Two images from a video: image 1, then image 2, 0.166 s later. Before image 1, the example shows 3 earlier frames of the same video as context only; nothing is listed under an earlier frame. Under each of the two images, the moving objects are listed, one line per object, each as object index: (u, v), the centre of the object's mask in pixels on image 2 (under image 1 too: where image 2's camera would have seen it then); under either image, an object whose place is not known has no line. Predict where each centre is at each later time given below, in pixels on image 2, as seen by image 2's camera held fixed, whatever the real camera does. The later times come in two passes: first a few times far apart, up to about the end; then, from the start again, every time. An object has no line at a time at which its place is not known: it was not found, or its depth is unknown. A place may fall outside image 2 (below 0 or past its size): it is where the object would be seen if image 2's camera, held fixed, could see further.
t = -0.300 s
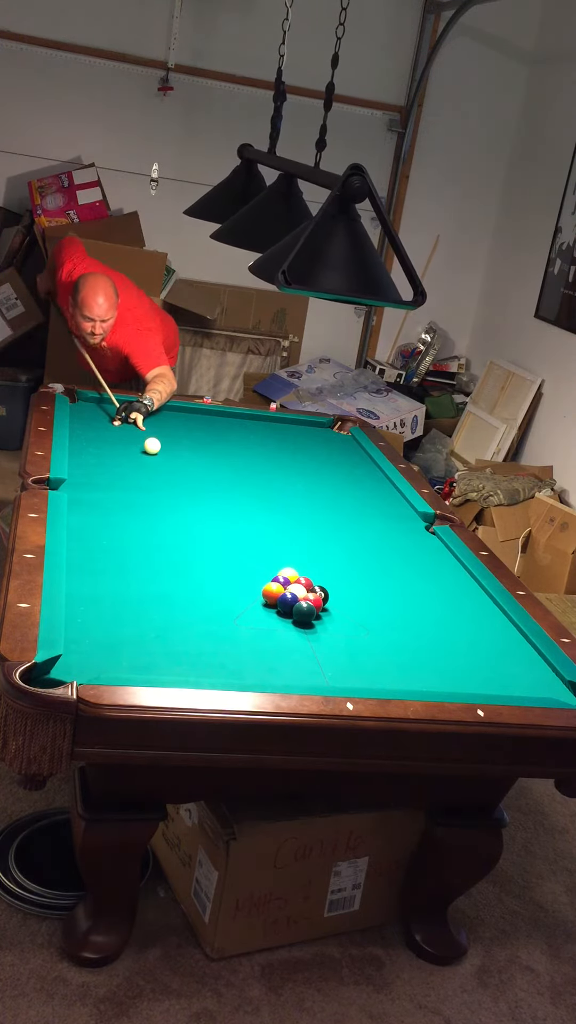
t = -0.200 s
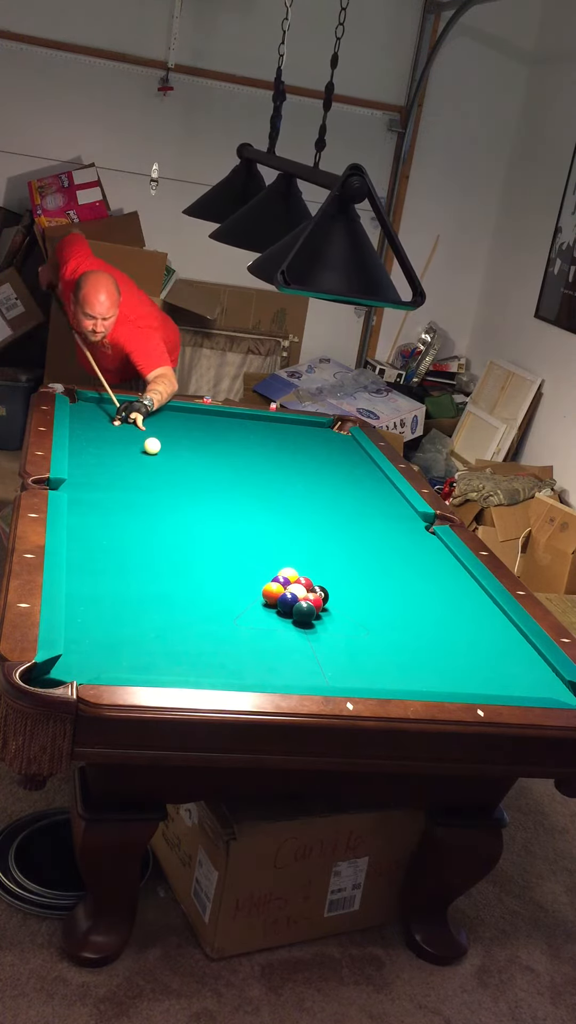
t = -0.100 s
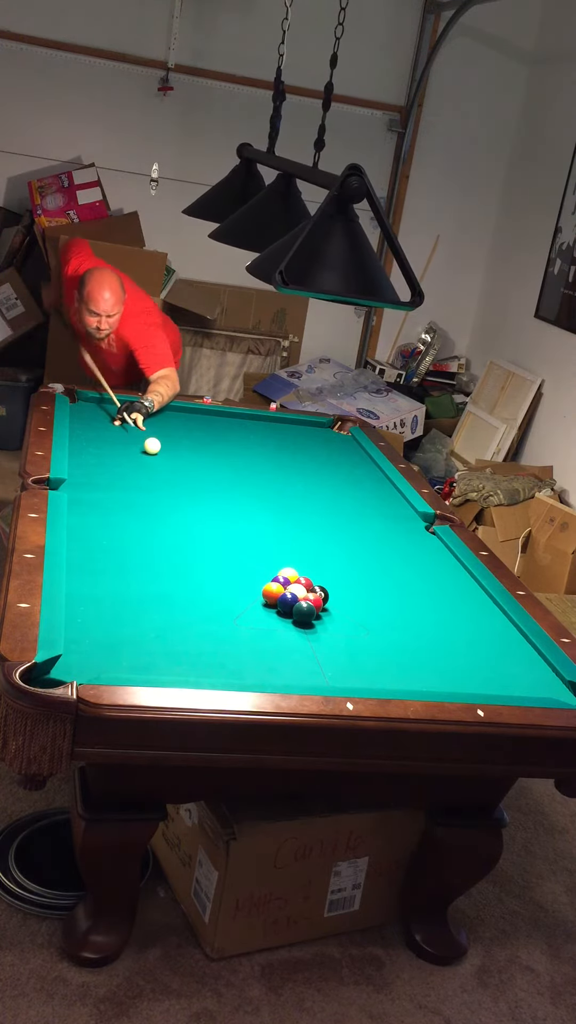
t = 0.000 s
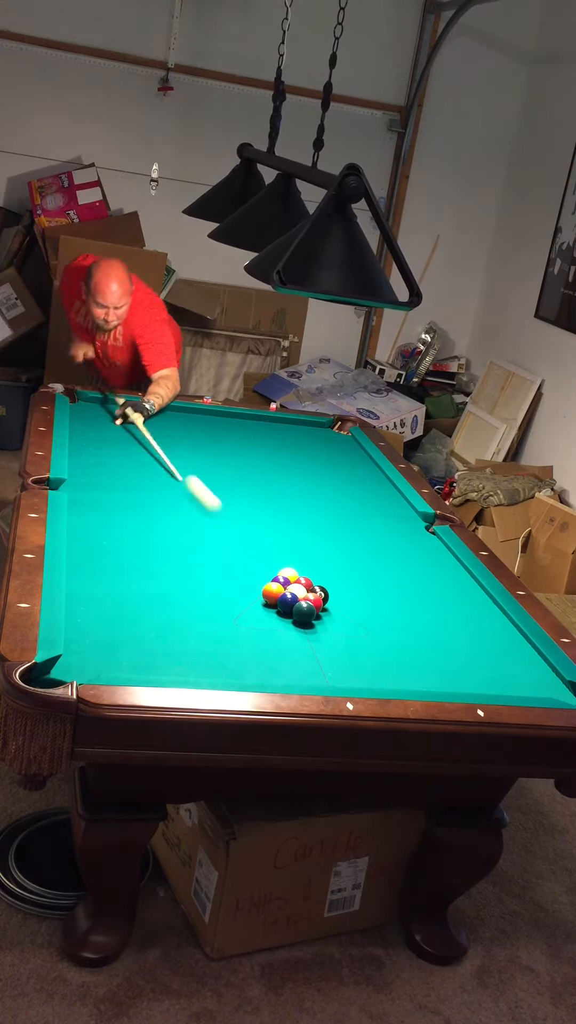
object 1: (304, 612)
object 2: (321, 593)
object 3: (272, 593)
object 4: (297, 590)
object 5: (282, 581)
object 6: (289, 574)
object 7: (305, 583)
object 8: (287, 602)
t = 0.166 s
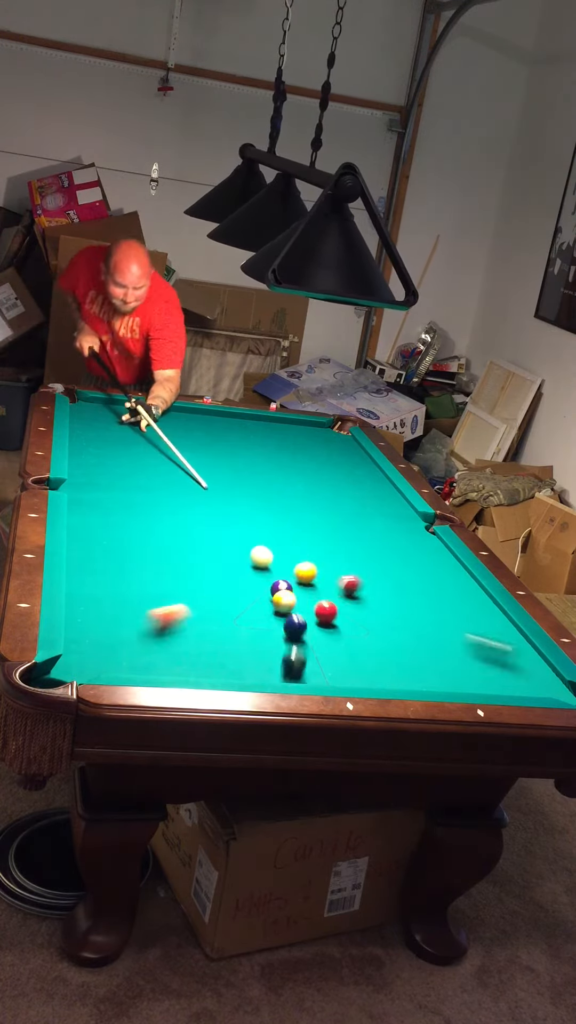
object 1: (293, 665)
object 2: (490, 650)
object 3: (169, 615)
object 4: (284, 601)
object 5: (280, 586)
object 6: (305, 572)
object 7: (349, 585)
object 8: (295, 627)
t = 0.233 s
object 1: (280, 669)
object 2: (510, 670)
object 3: (91, 633)
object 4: (277, 605)
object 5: (283, 590)
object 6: (315, 570)
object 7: (375, 583)
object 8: (299, 642)
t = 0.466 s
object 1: (212, 612)
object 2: (313, 662)
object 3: (217, 669)
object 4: (270, 610)
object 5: (286, 602)
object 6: (348, 564)
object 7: (453, 579)
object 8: (293, 674)
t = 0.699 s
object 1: (126, 579)
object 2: (207, 601)
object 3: (218, 631)
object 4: (263, 609)
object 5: (311, 602)
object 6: (379, 558)
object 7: (414, 562)
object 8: (280, 666)
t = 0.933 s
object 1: (92, 555)
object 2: (117, 551)
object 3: (209, 594)
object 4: (257, 609)
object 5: (337, 601)
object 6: (357, 550)
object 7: (403, 547)
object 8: (284, 649)
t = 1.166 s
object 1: (130, 542)
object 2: (97, 513)
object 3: (201, 563)
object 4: (252, 609)
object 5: (361, 600)
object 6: (333, 541)
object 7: (400, 534)
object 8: (287, 634)
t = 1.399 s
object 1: (163, 531)
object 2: (134, 485)
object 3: (195, 536)
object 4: (249, 609)
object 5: (383, 599)
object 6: (310, 533)
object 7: (396, 522)
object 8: (290, 620)
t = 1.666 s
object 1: (177, 516)
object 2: (169, 459)
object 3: (206, 512)
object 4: (248, 609)
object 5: (405, 598)
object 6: (287, 524)
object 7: (392, 510)
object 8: (293, 606)
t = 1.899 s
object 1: (183, 504)
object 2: (194, 440)
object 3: (219, 494)
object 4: (249, 609)
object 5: (423, 596)
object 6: (268, 517)
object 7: (389, 500)
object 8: (296, 595)
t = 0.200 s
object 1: (289, 675)
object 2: (538, 666)
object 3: (131, 623)
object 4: (280, 603)
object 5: (282, 588)
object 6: (311, 571)
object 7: (363, 584)
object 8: (297, 635)
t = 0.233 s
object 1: (280, 669)
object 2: (510, 670)
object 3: (91, 633)
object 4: (277, 605)
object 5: (283, 590)
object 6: (315, 570)
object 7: (375, 583)
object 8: (299, 642)
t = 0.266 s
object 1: (271, 658)
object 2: (480, 674)
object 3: (89, 642)
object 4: (273, 607)
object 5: (283, 593)
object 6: (320, 570)
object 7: (386, 583)
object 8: (301, 649)
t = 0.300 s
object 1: (264, 648)
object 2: (450, 678)
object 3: (113, 648)
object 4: (270, 610)
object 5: (284, 595)
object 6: (325, 569)
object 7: (398, 582)
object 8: (303, 656)
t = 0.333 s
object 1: (257, 638)
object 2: (420, 681)
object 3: (137, 655)
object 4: (266, 612)
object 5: (283, 597)
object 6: (330, 568)
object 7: (409, 582)
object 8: (305, 663)
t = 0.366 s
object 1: (250, 629)
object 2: (390, 680)
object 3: (159, 662)
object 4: (264, 612)
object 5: (283, 599)
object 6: (335, 567)
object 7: (420, 581)
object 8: (307, 671)
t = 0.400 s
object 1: (241, 621)
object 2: (359, 676)
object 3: (180, 666)
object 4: (261, 614)
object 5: (283, 600)
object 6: (339, 566)
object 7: (431, 580)
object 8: (309, 676)
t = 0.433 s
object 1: (226, 617)
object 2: (331, 671)
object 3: (200, 669)
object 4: (266, 612)
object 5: (284, 601)
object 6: (344, 565)
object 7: (442, 579)
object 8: (309, 676)
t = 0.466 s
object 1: (212, 612)
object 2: (313, 662)
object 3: (217, 669)
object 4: (270, 610)
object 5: (286, 602)
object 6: (348, 564)
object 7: (453, 579)
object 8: (293, 674)
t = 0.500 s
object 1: (199, 608)
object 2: (298, 653)
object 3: (233, 668)
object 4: (271, 609)
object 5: (288, 602)
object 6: (353, 563)
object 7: (463, 578)
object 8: (278, 674)
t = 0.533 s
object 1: (186, 603)
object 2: (282, 643)
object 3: (239, 665)
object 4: (269, 609)
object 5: (291, 603)
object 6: (357, 562)
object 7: (461, 576)
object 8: (272, 674)
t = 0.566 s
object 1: (174, 598)
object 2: (266, 633)
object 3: (232, 658)
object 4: (268, 609)
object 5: (295, 603)
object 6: (362, 562)
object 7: (450, 573)
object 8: (276, 674)
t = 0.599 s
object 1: (161, 592)
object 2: (251, 625)
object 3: (226, 650)
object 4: (267, 609)
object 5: (299, 602)
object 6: (366, 561)
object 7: (441, 570)
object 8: (278, 672)
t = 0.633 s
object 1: (149, 588)
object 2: (236, 617)
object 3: (222, 643)
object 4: (265, 609)
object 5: (303, 602)
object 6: (370, 560)
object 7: (432, 568)
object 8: (279, 671)
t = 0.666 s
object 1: (138, 583)
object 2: (221, 609)
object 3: (220, 637)
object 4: (264, 609)
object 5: (307, 602)
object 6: (374, 560)
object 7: (423, 565)
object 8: (280, 669)
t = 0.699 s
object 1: (126, 579)
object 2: (207, 601)
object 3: (218, 631)
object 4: (263, 609)
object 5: (311, 602)
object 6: (379, 558)
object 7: (414, 562)
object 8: (280, 666)
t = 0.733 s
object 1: (114, 575)
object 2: (194, 593)
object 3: (216, 625)
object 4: (262, 609)
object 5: (315, 602)
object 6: (383, 558)
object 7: (405, 559)
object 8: (281, 664)
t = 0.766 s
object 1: (103, 570)
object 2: (180, 586)
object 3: (215, 620)
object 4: (261, 609)
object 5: (319, 602)
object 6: (379, 557)
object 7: (404, 557)
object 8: (281, 661)
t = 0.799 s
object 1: (91, 566)
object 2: (167, 579)
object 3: (214, 614)
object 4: (260, 609)
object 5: (322, 602)
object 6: (373, 555)
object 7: (405, 555)
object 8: (282, 659)
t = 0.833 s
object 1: (81, 561)
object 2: (154, 572)
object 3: (212, 609)
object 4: (259, 609)
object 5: (326, 601)
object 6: (368, 553)
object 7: (405, 553)
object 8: (282, 656)
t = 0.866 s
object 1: (79, 558)
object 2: (142, 564)
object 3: (211, 604)
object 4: (258, 609)
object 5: (330, 601)
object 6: (364, 552)
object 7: (404, 551)
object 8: (283, 654)
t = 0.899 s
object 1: (86, 557)
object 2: (129, 558)
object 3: (210, 599)
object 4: (257, 609)
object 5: (333, 601)
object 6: (361, 551)
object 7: (404, 549)
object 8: (283, 652)
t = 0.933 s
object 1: (92, 555)
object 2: (117, 551)
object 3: (209, 594)
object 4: (257, 609)
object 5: (337, 601)
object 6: (357, 550)
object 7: (403, 547)
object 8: (284, 649)
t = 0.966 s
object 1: (98, 553)
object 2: (108, 541)
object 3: (207, 589)
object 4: (256, 609)
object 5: (340, 601)
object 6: (353, 549)
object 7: (403, 545)
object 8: (284, 647)
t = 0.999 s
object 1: (103, 551)
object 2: (93, 537)
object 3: (206, 585)
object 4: (255, 609)
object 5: (344, 601)
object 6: (350, 547)
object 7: (402, 543)
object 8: (284, 644)
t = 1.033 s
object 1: (109, 549)
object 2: (83, 533)
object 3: (205, 580)
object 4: (254, 609)
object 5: (347, 601)
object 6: (346, 546)
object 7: (402, 541)
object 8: (285, 642)
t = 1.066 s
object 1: (114, 548)
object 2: (76, 527)
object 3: (204, 576)
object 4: (253, 609)
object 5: (351, 600)
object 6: (343, 545)
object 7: (401, 539)
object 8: (285, 640)
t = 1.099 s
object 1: (119, 545)
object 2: (84, 522)
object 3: (203, 571)
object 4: (253, 609)
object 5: (354, 600)
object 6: (339, 543)
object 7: (401, 538)
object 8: (286, 638)
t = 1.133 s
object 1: (124, 544)
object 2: (90, 518)
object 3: (202, 567)
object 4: (252, 609)
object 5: (357, 600)
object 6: (336, 542)
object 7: (400, 536)
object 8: (286, 636)
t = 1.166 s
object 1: (130, 542)
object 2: (97, 513)
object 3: (201, 563)
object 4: (252, 609)
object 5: (361, 600)
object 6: (333, 541)
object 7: (400, 534)
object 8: (287, 634)
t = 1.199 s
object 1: (134, 540)
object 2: (102, 509)
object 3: (200, 559)
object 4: (251, 609)
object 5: (364, 600)
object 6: (329, 540)
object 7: (399, 532)
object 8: (287, 631)
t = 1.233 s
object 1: (139, 538)
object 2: (108, 505)
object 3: (199, 555)
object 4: (251, 609)
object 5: (367, 599)
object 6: (326, 538)
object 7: (399, 530)
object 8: (288, 629)
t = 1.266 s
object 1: (144, 537)
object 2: (113, 501)
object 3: (198, 551)
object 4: (250, 609)
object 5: (370, 599)
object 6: (323, 538)
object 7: (398, 529)
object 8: (288, 627)
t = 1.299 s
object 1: (149, 535)
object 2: (118, 497)
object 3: (197, 547)
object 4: (250, 609)
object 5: (374, 599)
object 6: (319, 536)
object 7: (398, 527)
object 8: (289, 626)
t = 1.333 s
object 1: (154, 534)
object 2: (124, 493)
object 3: (197, 543)
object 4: (249, 609)
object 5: (377, 599)
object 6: (316, 535)
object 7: (397, 525)
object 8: (289, 624)
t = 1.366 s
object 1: (158, 532)
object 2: (129, 489)
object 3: (196, 540)
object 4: (249, 609)
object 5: (380, 599)
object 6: (313, 534)
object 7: (396, 524)
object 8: (290, 622)
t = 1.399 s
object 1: (163, 531)
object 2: (134, 485)
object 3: (195, 536)
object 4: (249, 609)
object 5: (383, 599)
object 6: (310, 533)
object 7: (396, 522)
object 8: (290, 620)
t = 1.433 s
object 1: (167, 529)
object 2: (139, 482)
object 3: (194, 532)
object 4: (249, 609)
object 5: (386, 598)
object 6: (307, 532)
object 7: (396, 521)
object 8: (290, 618)
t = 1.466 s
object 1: (171, 527)
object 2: (143, 478)
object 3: (194, 529)
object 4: (248, 609)
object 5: (389, 598)
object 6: (304, 531)
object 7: (395, 519)
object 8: (291, 616)
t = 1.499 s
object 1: (173, 526)
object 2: (148, 475)
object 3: (196, 526)
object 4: (248, 609)
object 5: (391, 598)
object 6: (301, 529)
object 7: (395, 517)
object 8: (291, 614)
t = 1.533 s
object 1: (174, 524)
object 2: (152, 472)
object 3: (198, 523)
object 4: (248, 609)
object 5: (394, 598)
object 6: (298, 529)
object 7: (394, 516)
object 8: (291, 613)
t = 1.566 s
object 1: (175, 522)
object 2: (156, 469)
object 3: (200, 520)
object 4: (248, 609)
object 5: (397, 598)
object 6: (295, 527)
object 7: (394, 514)
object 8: (292, 611)
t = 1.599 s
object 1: (176, 520)
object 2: (161, 466)
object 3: (202, 517)
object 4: (248, 609)
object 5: (400, 598)
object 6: (292, 527)
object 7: (393, 513)
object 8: (292, 609)
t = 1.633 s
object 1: (177, 518)
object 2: (165, 462)
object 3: (205, 514)
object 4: (248, 609)
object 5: (403, 598)
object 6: (289, 525)
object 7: (393, 511)
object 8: (293, 608)
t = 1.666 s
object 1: (177, 516)
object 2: (169, 459)
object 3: (206, 512)
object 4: (248, 609)
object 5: (405, 598)
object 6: (287, 524)
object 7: (392, 510)
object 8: (293, 606)
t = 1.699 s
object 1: (178, 515)
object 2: (173, 457)
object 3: (208, 509)
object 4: (248, 609)
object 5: (408, 597)
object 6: (284, 523)
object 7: (392, 508)
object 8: (293, 604)
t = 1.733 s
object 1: (179, 513)
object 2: (176, 454)
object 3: (210, 506)
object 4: (248, 609)
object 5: (411, 597)
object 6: (281, 522)
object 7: (391, 507)
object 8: (294, 603)
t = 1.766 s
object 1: (180, 511)
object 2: (180, 450)
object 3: (212, 503)
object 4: (248, 609)
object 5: (413, 597)
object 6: (278, 521)
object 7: (391, 506)
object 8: (294, 601)
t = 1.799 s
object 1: (181, 510)
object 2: (184, 448)
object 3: (214, 501)
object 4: (248, 609)
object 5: (416, 596)
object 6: (276, 520)
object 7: (390, 504)
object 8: (295, 600)
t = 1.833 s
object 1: (182, 508)
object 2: (187, 445)
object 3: (216, 499)
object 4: (248, 609)
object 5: (419, 596)
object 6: (273, 519)
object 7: (390, 503)
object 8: (295, 598)
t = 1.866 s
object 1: (182, 506)
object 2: (191, 443)
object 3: (218, 496)
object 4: (248, 609)
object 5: (421, 596)
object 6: (270, 518)
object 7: (389, 501)
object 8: (295, 597)
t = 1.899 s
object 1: (183, 504)
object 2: (194, 440)
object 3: (219, 494)
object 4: (249, 609)
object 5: (423, 596)
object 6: (268, 517)
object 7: (389, 500)
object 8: (296, 595)
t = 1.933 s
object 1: (184, 503)
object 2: (198, 438)
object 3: (221, 492)
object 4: (248, 609)
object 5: (426, 596)
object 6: (265, 516)
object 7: (388, 499)
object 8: (296, 593)
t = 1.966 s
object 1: (185, 502)
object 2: (201, 435)
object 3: (223, 490)
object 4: (248, 609)
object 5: (428, 595)
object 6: (263, 516)
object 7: (388, 498)
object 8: (296, 592)
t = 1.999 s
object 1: (185, 500)
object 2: (204, 433)
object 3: (224, 487)
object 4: (249, 609)
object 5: (431, 595)
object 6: (260, 515)
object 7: (387, 496)
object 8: (297, 590)
